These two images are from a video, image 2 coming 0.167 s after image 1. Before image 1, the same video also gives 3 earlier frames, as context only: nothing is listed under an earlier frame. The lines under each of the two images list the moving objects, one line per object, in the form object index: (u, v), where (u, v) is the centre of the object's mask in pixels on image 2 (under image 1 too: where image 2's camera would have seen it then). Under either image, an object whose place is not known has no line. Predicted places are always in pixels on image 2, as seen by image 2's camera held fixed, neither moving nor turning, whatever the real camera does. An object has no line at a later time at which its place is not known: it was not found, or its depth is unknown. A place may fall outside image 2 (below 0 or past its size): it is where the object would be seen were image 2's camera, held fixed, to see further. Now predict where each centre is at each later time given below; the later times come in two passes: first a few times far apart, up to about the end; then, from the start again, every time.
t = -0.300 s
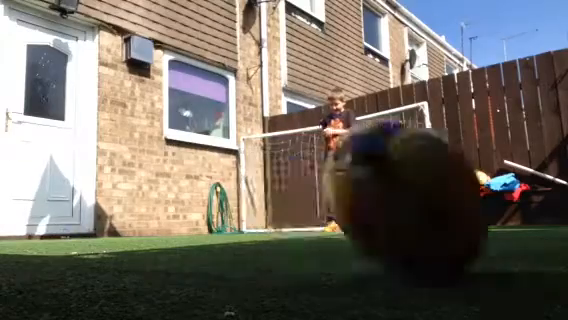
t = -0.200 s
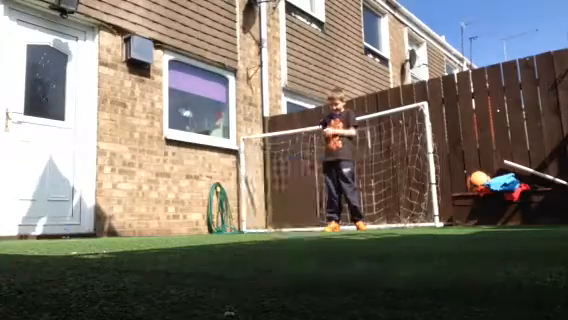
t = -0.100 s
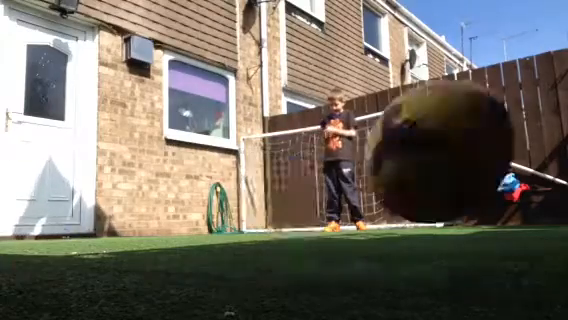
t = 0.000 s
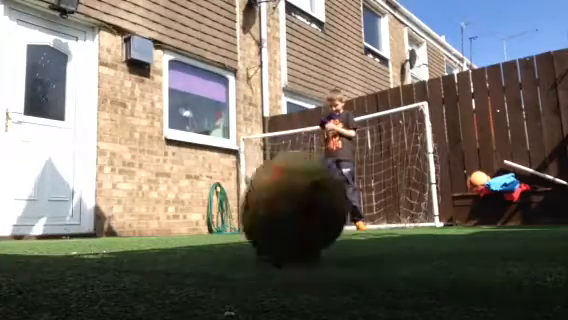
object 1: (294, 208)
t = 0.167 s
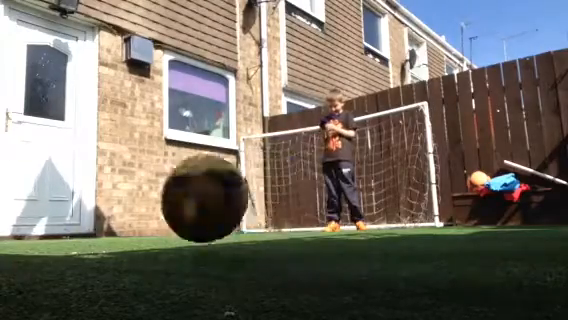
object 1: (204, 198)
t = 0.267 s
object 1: (171, 206)
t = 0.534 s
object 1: (114, 215)
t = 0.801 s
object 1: (72, 219)
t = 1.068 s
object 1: (38, 220)
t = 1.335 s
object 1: (14, 221)
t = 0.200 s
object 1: (191, 209)
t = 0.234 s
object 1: (180, 213)
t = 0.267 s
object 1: (171, 206)
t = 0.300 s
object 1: (164, 204)
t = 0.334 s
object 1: (157, 206)
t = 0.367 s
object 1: (149, 212)
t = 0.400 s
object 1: (142, 215)
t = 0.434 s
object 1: (133, 216)
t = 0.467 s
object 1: (128, 216)
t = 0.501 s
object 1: (121, 217)
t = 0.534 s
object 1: (114, 215)
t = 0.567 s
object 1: (107, 216)
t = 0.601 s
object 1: (102, 216)
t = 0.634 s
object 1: (97, 217)
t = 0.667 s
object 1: (93, 216)
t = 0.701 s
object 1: (86, 219)
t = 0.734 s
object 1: (81, 218)
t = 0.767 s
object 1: (77, 219)
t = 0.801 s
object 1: (72, 219)
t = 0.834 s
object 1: (70, 219)
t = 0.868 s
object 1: (63, 219)
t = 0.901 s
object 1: (59, 219)
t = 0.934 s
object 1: (54, 219)
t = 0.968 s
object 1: (50, 220)
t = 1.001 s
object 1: (46, 220)
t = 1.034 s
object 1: (42, 220)
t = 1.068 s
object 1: (38, 220)
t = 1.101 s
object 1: (33, 220)
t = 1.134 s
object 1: (28, 220)
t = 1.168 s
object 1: (26, 221)
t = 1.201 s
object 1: (23, 221)
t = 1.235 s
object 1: (21, 221)
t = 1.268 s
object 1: (19, 222)
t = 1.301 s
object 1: (17, 222)
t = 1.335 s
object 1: (14, 221)
